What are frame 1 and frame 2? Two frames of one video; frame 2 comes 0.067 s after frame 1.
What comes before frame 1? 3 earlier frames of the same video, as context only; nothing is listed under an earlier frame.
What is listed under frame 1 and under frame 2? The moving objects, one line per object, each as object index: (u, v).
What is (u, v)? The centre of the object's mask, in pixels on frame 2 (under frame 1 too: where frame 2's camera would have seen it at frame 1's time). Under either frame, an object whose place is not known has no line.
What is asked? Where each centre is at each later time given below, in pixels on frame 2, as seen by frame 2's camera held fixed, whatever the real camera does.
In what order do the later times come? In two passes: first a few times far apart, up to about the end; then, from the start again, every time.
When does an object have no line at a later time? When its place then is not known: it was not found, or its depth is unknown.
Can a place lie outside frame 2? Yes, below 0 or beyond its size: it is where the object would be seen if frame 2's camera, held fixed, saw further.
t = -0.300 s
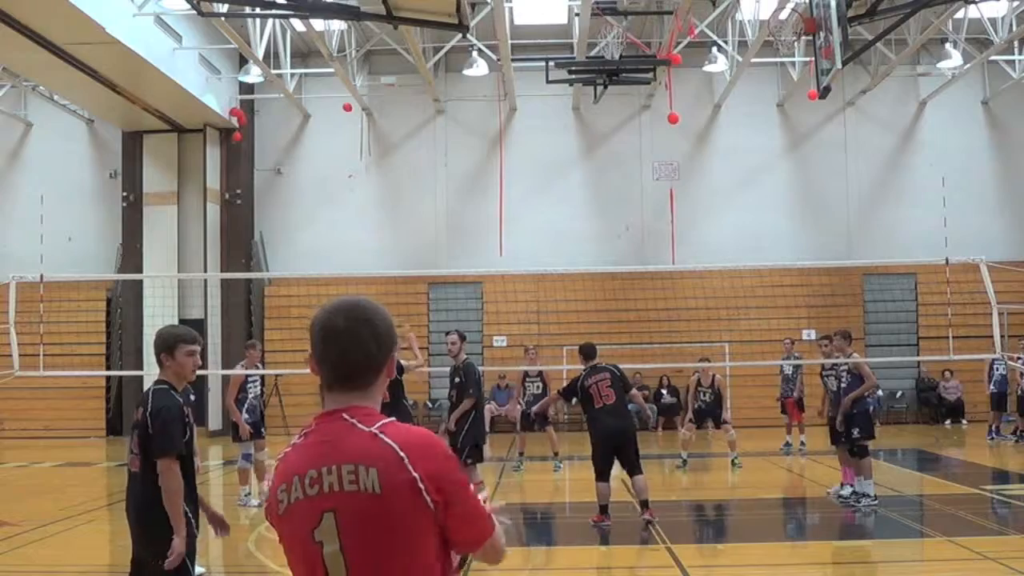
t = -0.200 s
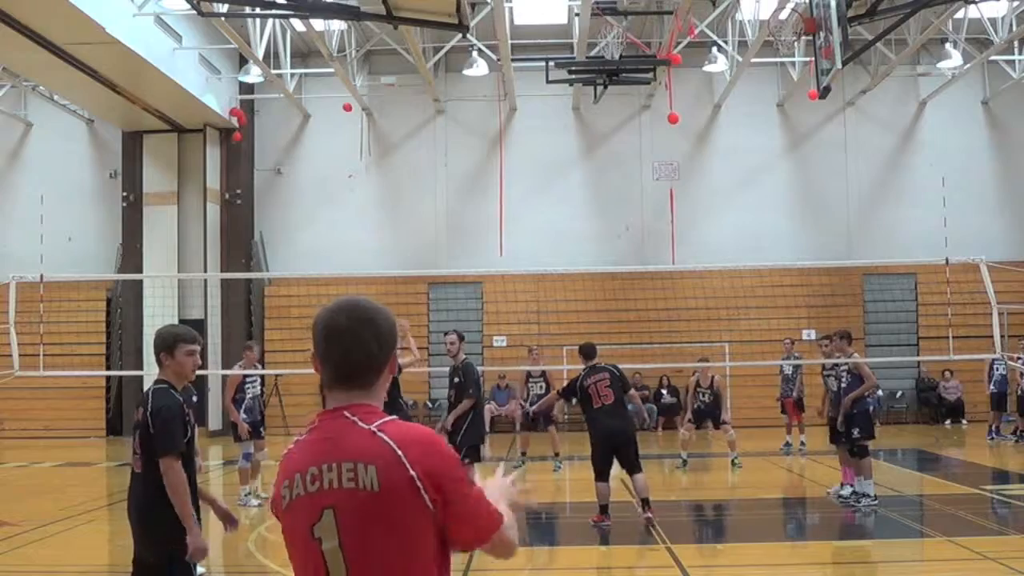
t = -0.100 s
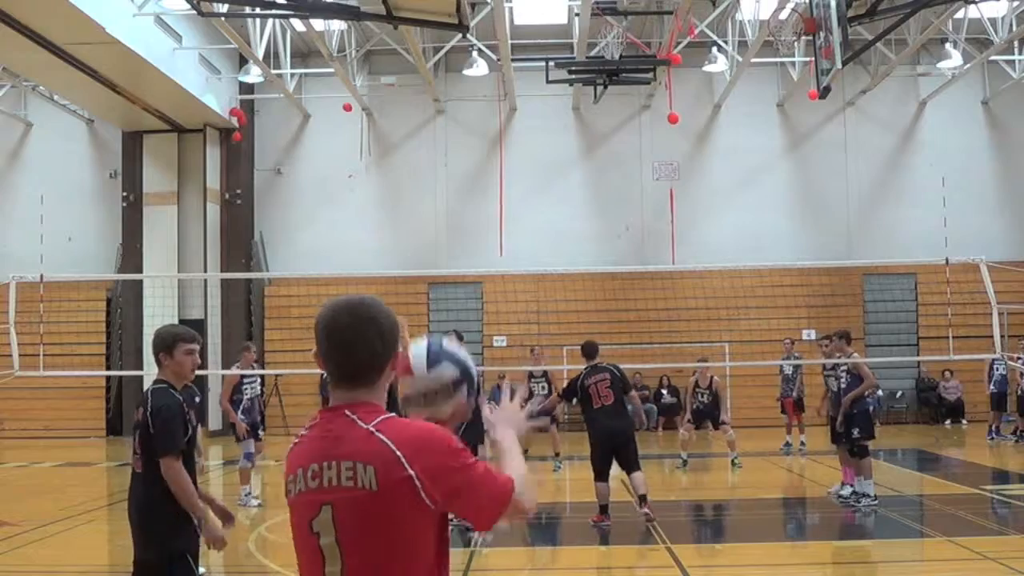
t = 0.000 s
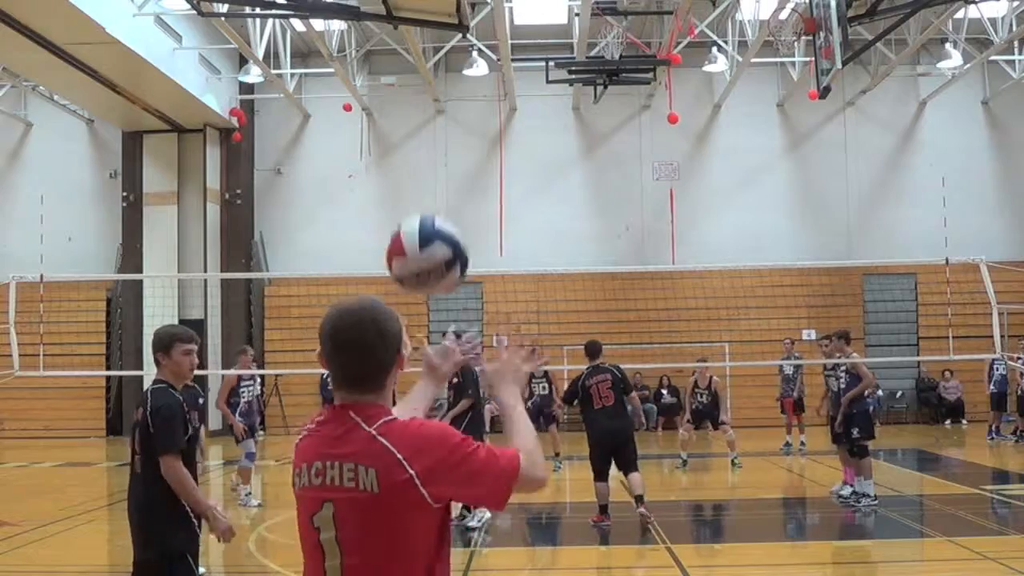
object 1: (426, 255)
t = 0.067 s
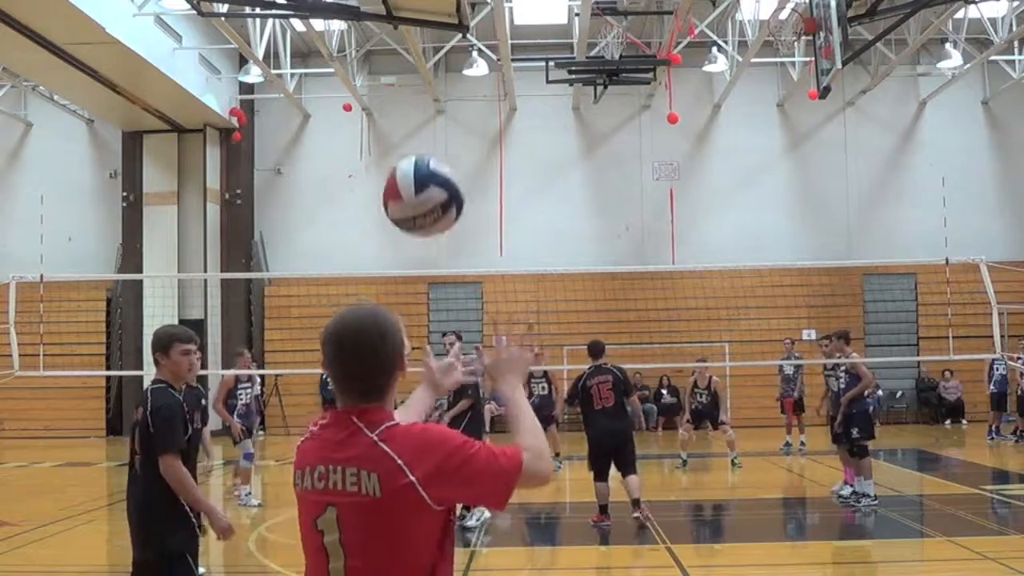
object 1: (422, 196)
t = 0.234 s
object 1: (416, 123)
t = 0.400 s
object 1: (410, 153)
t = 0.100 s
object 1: (420, 174)
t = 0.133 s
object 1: (421, 155)
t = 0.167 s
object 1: (418, 140)
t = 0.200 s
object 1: (417, 131)
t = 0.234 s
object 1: (416, 123)
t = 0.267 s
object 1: (414, 120)
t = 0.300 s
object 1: (412, 122)
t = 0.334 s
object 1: (412, 130)
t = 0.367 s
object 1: (411, 139)
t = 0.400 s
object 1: (410, 153)
